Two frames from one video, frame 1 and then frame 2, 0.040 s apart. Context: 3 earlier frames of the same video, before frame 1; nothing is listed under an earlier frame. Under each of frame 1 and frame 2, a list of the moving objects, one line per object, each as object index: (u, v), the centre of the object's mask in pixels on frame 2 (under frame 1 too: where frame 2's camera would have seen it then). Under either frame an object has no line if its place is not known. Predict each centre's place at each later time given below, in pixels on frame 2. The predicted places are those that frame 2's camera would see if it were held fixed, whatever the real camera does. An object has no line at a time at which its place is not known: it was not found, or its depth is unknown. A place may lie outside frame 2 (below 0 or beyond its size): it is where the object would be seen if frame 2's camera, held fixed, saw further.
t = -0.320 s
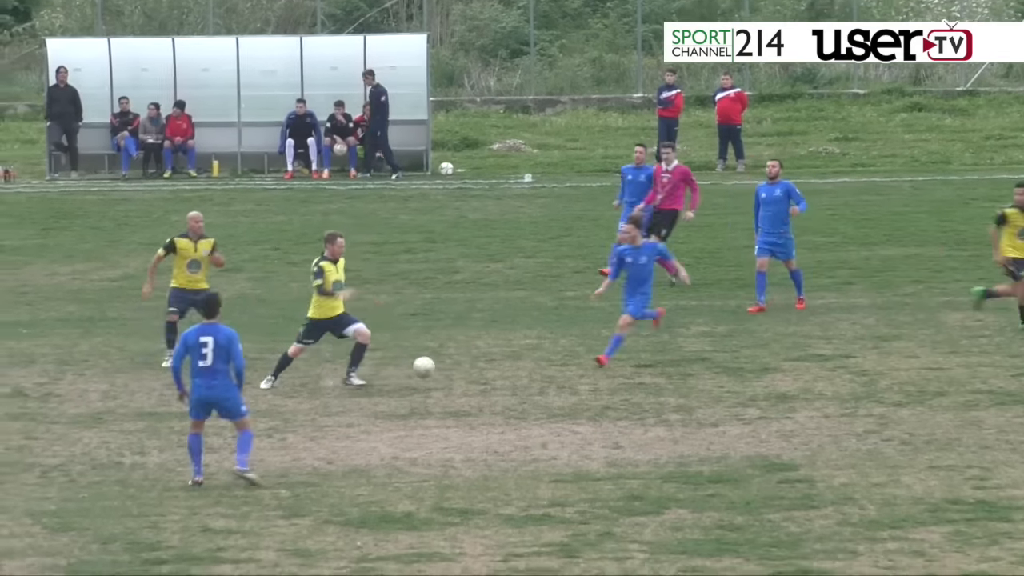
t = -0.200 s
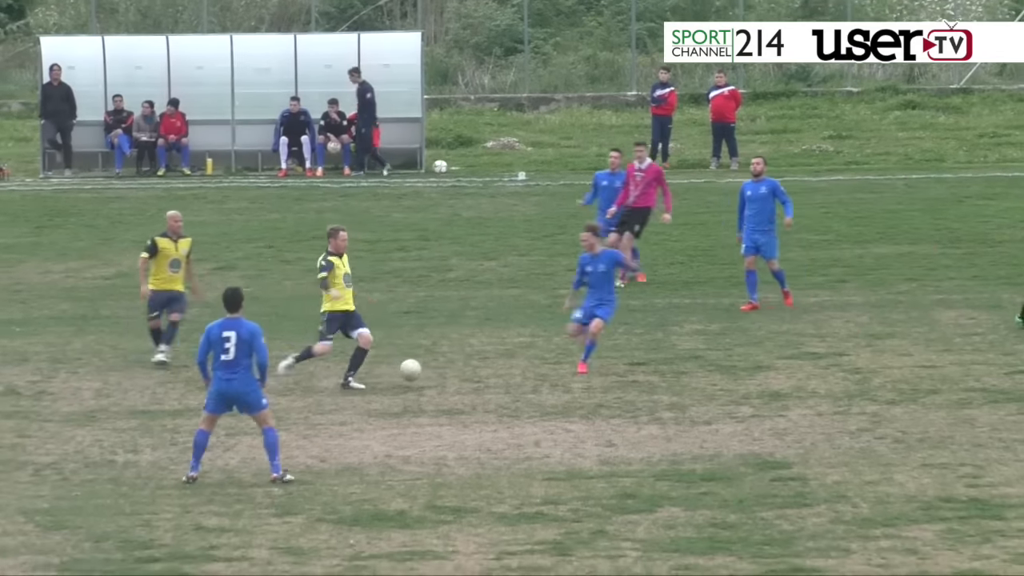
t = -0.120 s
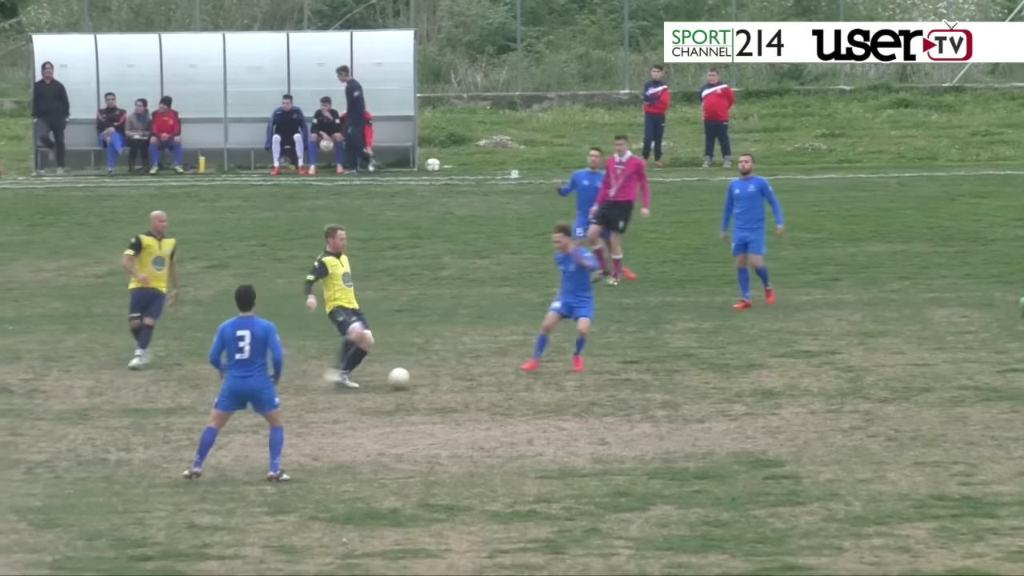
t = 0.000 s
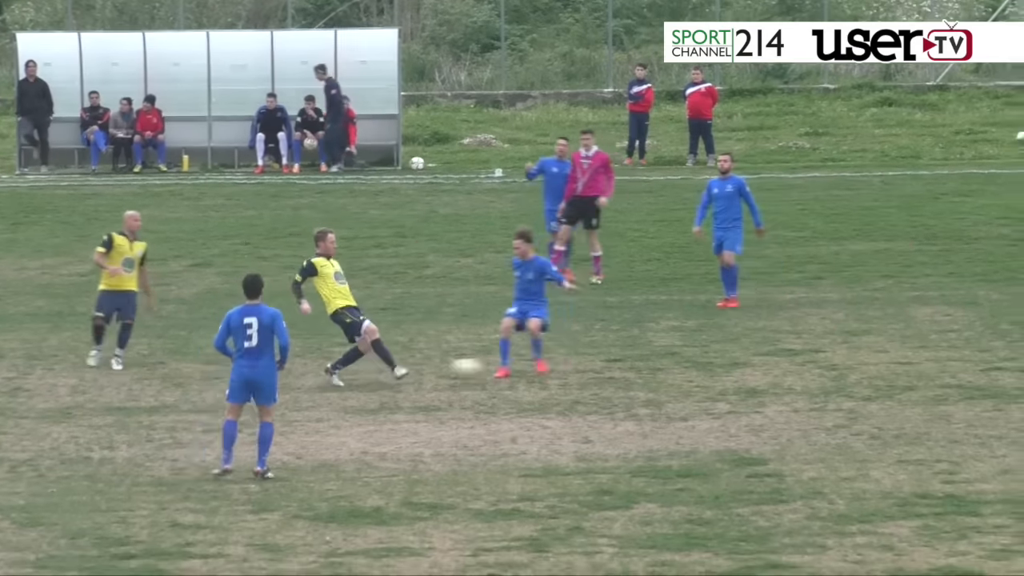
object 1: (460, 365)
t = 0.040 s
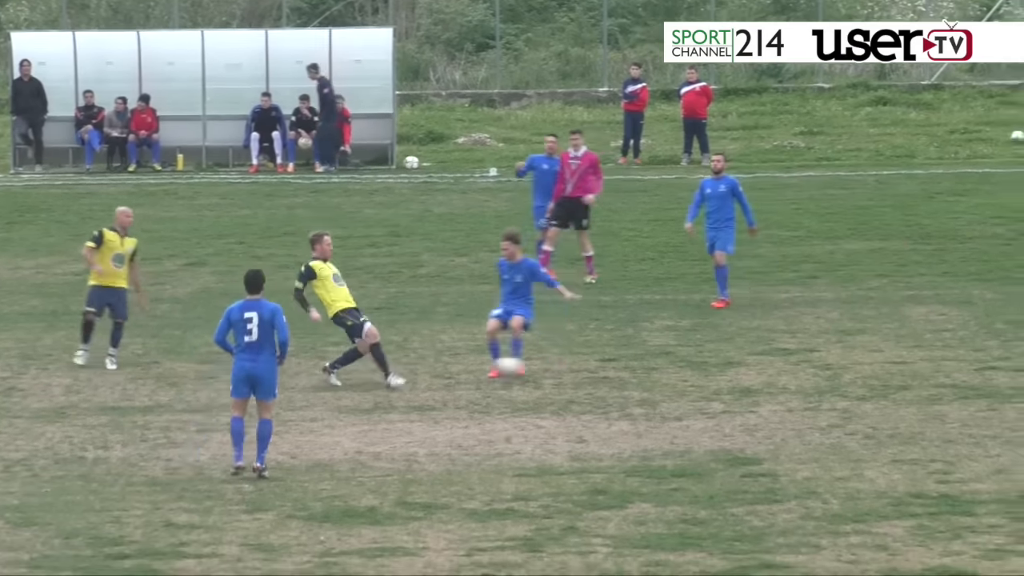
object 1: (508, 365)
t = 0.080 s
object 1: (558, 365)
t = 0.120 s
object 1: (604, 366)
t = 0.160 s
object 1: (646, 365)
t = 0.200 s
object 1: (688, 364)
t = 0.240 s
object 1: (728, 362)
